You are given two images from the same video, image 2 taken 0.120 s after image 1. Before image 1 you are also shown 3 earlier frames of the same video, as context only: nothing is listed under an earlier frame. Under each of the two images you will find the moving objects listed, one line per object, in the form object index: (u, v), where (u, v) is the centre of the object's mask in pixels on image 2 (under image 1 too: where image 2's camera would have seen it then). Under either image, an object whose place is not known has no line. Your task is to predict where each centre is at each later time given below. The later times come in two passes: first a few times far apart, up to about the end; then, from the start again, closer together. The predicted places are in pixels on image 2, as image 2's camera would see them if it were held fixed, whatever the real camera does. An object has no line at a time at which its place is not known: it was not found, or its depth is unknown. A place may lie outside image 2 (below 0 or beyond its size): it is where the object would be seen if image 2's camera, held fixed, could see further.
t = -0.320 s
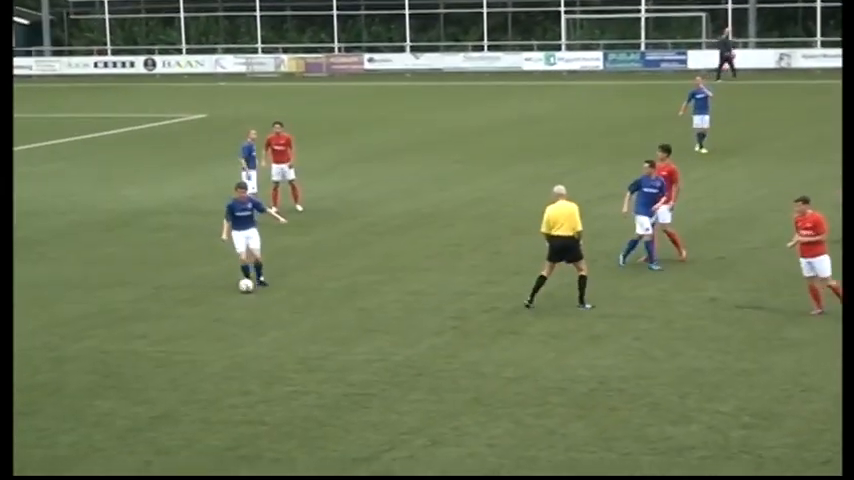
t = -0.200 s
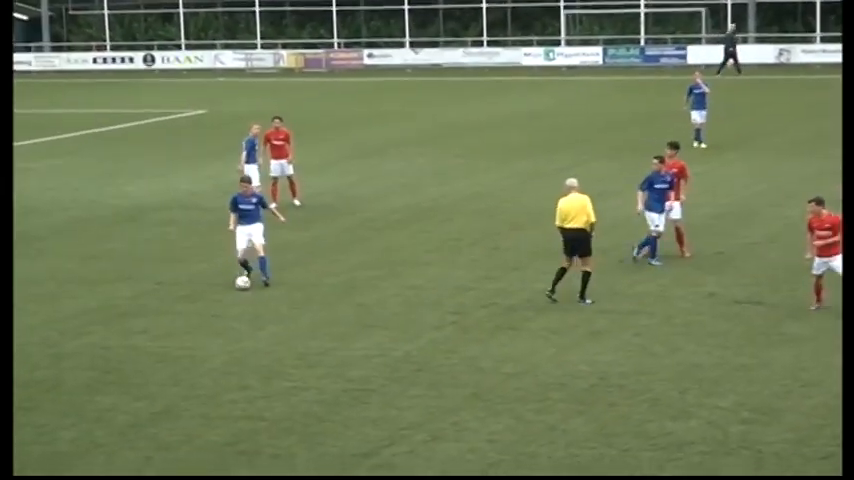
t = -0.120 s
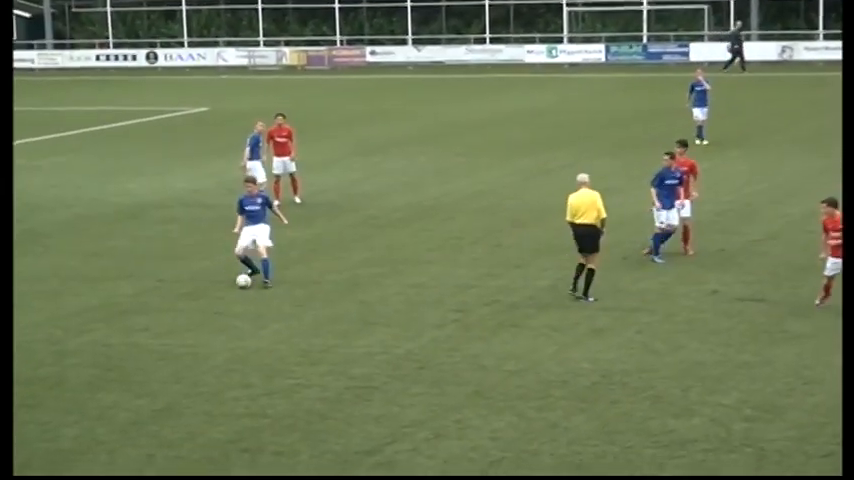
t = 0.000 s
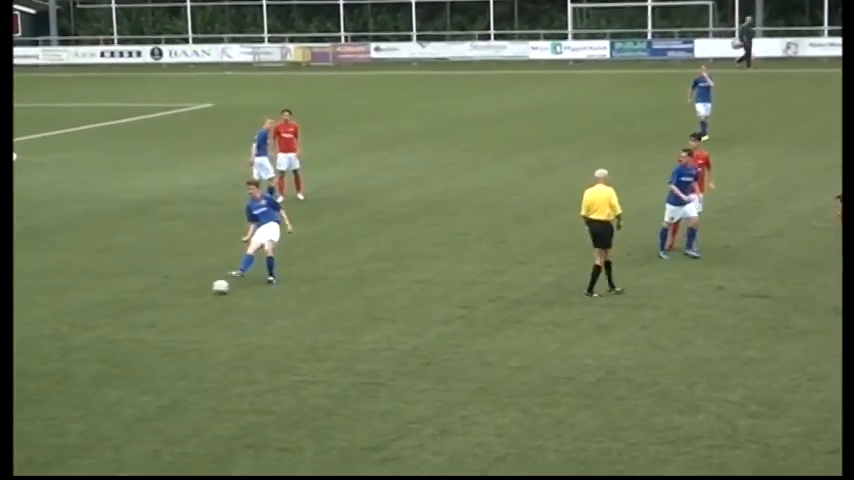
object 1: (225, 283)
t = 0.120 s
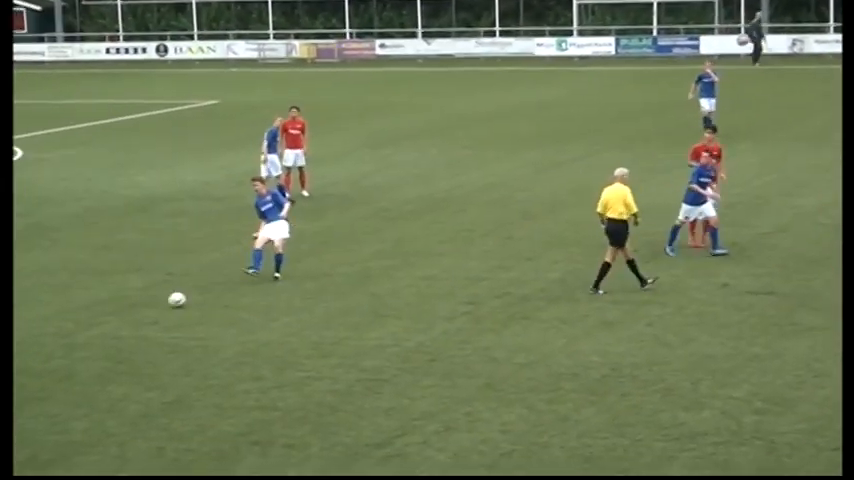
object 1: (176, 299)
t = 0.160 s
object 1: (159, 305)
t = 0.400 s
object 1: (60, 336)
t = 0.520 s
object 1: (9, 356)
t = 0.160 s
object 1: (159, 305)
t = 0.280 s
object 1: (110, 322)
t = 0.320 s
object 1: (93, 327)
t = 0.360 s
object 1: (76, 332)
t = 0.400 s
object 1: (60, 336)
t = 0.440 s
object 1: (43, 343)
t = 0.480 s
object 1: (25, 351)
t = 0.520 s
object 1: (9, 356)
